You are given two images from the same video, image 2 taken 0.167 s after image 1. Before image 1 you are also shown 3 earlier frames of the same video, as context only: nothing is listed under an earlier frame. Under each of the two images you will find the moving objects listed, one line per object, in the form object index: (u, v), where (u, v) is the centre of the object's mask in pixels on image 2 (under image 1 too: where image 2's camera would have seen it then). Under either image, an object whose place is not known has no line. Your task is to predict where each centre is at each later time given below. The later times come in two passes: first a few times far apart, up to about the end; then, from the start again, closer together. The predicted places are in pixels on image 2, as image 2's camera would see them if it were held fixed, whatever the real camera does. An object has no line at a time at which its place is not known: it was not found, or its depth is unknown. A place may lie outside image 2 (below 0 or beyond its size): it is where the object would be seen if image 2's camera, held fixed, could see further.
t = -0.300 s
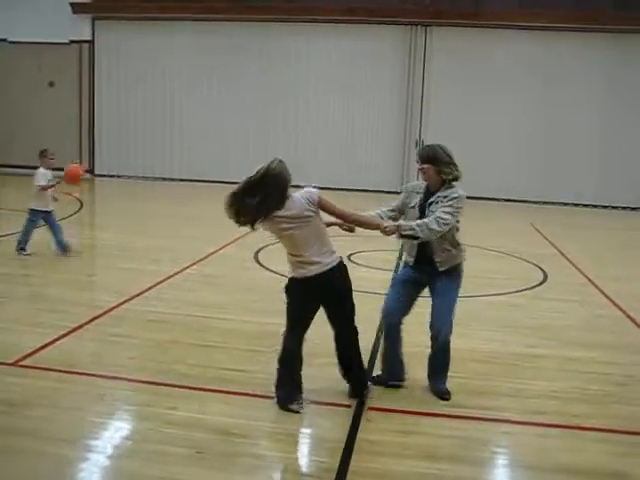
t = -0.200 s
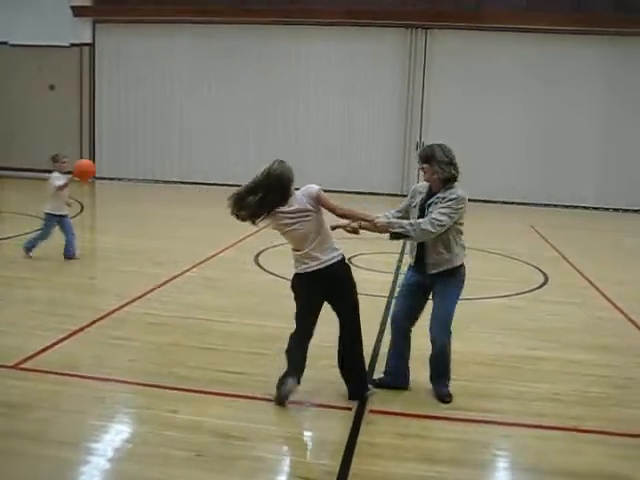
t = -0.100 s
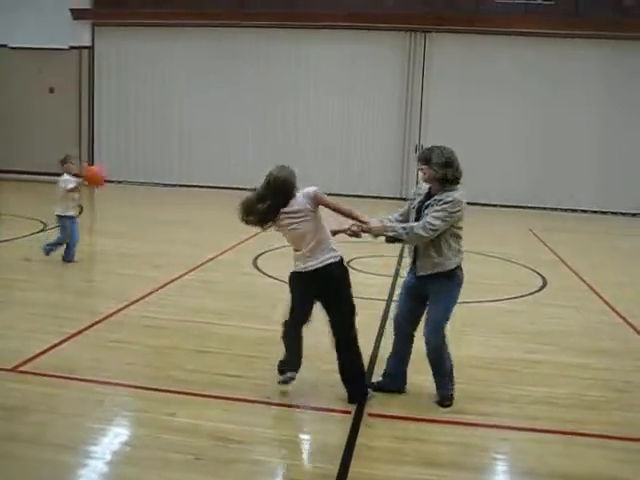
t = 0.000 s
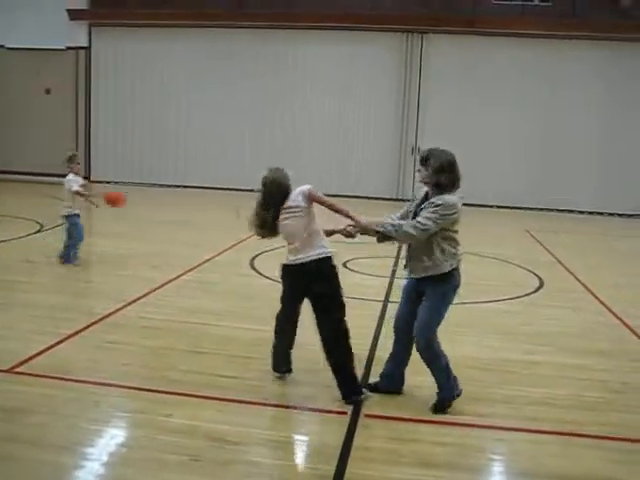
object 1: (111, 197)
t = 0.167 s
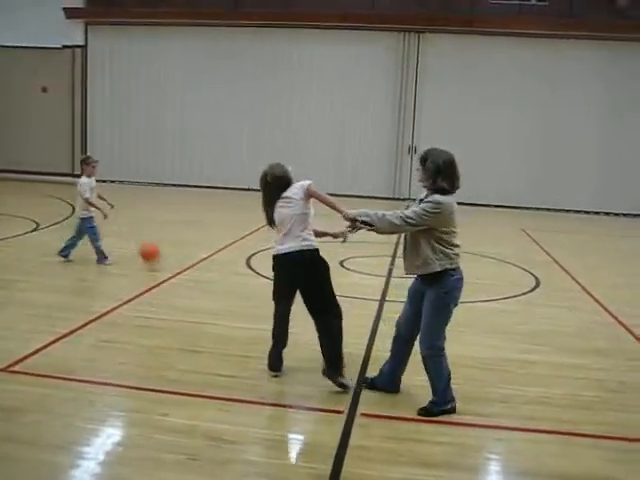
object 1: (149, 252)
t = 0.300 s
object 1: (169, 228)
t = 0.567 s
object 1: (203, 190)
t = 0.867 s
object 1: (241, 217)
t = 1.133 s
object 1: (273, 239)
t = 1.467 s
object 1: (311, 214)
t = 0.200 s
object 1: (156, 259)
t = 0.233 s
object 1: (160, 248)
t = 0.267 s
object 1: (164, 237)
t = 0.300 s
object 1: (169, 228)
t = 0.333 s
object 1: (173, 220)
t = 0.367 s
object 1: (178, 212)
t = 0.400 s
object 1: (182, 205)
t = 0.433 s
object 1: (186, 201)
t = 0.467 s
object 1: (190, 196)
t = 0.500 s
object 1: (194, 193)
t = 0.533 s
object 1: (200, 191)
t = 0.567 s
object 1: (203, 190)
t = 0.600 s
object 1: (208, 188)
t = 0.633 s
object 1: (212, 189)
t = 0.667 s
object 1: (216, 190)
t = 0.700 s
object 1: (220, 193)
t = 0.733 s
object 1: (224, 194)
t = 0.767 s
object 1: (228, 201)
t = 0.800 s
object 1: (232, 204)
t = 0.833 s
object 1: (236, 210)
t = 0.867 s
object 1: (241, 217)
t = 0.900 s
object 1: (245, 225)
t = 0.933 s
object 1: (248, 235)
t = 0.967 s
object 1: (252, 243)
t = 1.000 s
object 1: (258, 253)
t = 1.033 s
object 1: (261, 265)
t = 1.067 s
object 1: (265, 255)
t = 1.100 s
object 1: (269, 247)
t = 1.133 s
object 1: (273, 239)
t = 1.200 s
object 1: (280, 227)
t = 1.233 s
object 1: (285, 222)
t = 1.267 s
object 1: (289, 220)
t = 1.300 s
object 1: (292, 217)
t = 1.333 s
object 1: (296, 214)
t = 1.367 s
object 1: (300, 212)
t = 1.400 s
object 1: (304, 212)
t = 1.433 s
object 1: (308, 212)
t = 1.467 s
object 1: (311, 214)
